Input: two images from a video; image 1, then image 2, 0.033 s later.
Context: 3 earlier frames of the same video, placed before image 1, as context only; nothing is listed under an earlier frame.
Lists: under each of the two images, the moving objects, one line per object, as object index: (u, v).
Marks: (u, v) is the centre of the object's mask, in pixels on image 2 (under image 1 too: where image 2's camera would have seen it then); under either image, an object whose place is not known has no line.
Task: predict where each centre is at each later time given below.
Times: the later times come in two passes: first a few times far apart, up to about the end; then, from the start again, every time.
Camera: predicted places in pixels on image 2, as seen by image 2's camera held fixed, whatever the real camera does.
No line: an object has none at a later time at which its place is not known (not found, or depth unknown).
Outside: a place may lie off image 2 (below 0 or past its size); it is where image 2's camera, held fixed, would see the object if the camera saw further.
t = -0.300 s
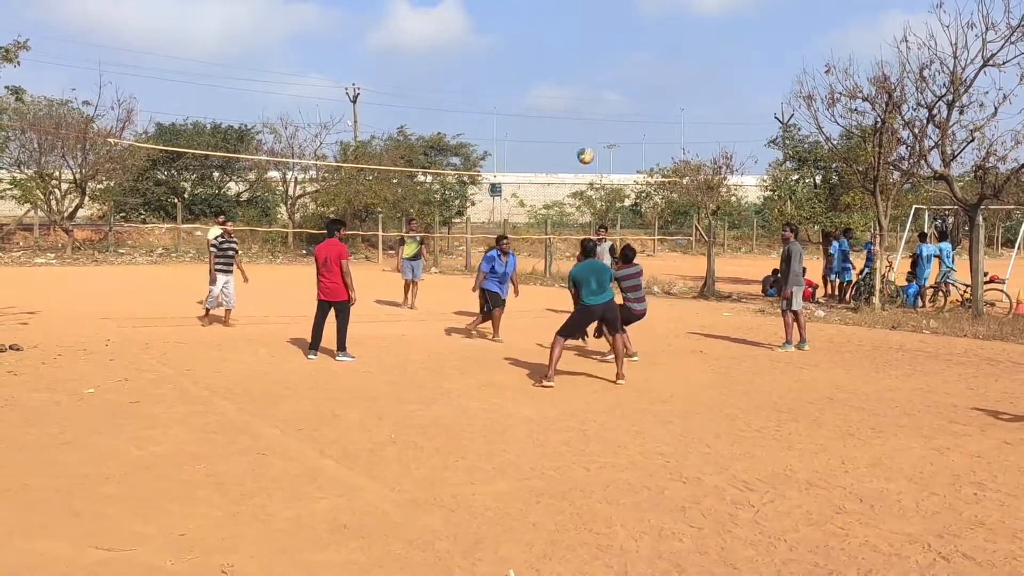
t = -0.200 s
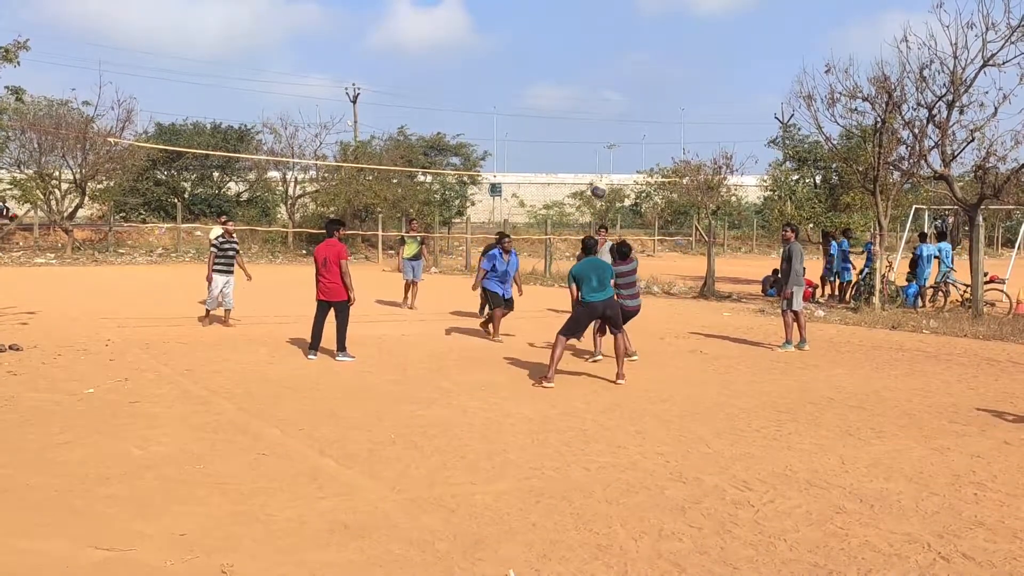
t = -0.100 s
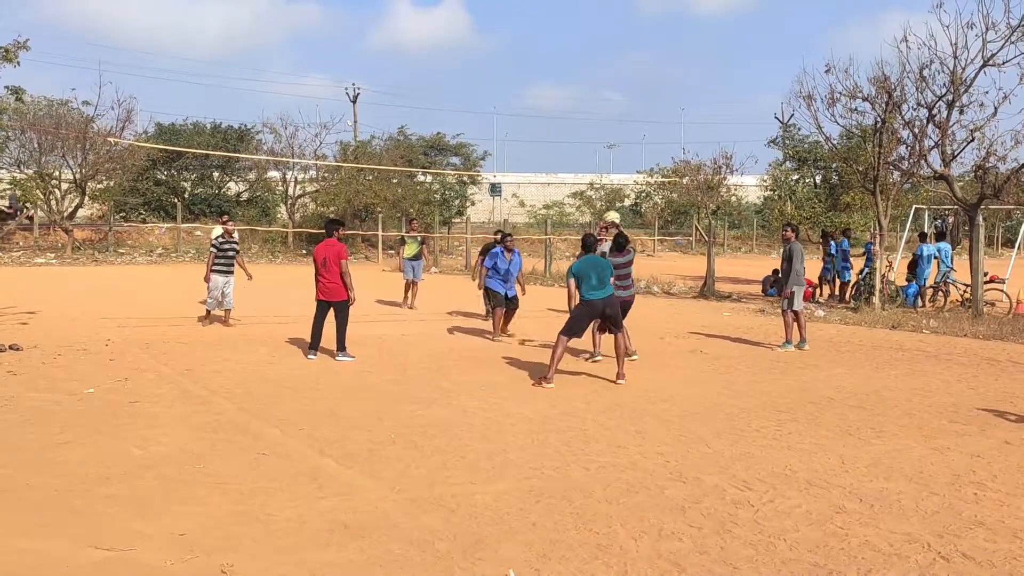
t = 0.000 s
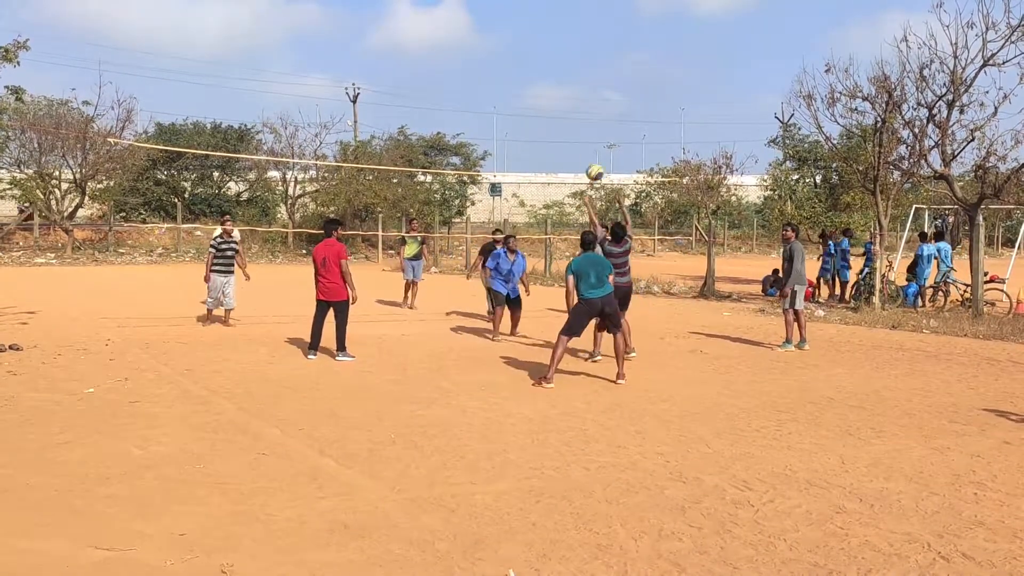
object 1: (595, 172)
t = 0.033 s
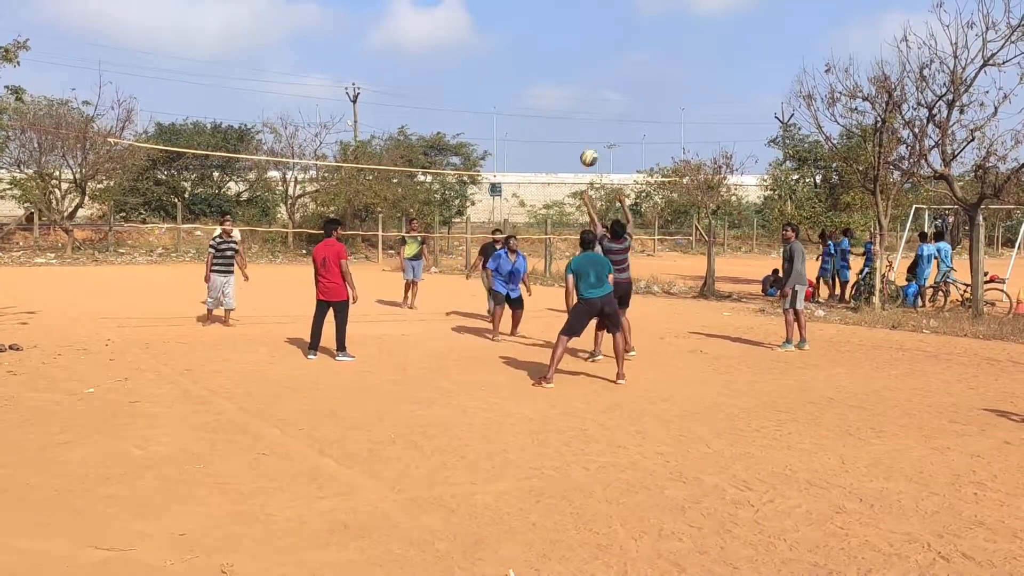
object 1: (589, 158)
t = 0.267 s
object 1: (548, 86)
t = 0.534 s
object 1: (507, 60)
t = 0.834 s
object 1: (463, 93)
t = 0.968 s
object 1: (444, 127)
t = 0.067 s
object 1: (583, 145)
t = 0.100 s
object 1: (577, 132)
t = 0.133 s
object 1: (571, 121)
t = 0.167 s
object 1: (565, 111)
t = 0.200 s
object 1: (560, 102)
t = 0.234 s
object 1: (554, 93)
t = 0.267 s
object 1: (548, 86)
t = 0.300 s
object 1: (543, 80)
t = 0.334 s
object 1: (538, 75)
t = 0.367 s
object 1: (533, 70)
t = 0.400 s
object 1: (527, 66)
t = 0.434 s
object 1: (522, 63)
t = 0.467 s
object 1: (517, 62)
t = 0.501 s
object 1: (512, 60)
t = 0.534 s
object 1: (507, 60)
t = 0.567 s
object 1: (502, 61)
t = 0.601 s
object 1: (497, 63)
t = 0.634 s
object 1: (492, 65)
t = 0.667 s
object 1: (487, 68)
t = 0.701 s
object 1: (482, 71)
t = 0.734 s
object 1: (477, 76)
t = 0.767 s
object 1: (473, 81)
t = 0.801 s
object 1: (468, 87)
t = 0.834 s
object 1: (463, 93)
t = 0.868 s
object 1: (459, 101)
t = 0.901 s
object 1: (454, 109)
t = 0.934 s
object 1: (449, 118)
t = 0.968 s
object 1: (444, 127)
